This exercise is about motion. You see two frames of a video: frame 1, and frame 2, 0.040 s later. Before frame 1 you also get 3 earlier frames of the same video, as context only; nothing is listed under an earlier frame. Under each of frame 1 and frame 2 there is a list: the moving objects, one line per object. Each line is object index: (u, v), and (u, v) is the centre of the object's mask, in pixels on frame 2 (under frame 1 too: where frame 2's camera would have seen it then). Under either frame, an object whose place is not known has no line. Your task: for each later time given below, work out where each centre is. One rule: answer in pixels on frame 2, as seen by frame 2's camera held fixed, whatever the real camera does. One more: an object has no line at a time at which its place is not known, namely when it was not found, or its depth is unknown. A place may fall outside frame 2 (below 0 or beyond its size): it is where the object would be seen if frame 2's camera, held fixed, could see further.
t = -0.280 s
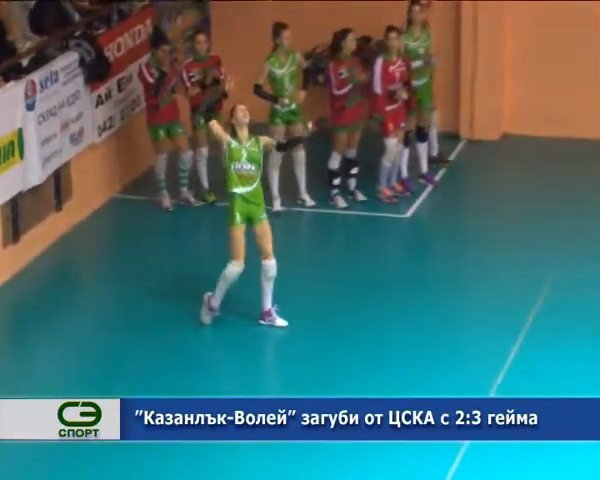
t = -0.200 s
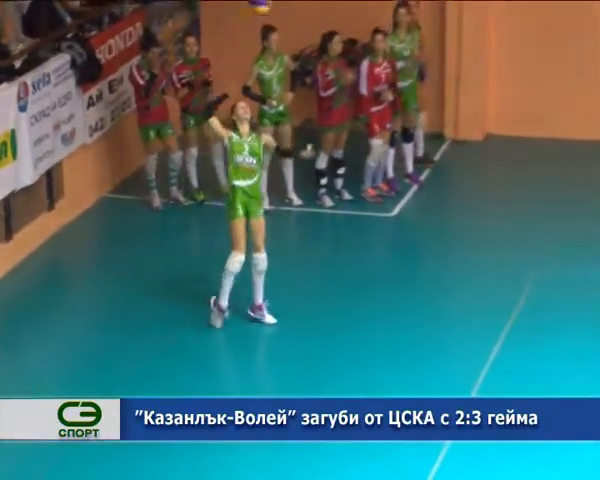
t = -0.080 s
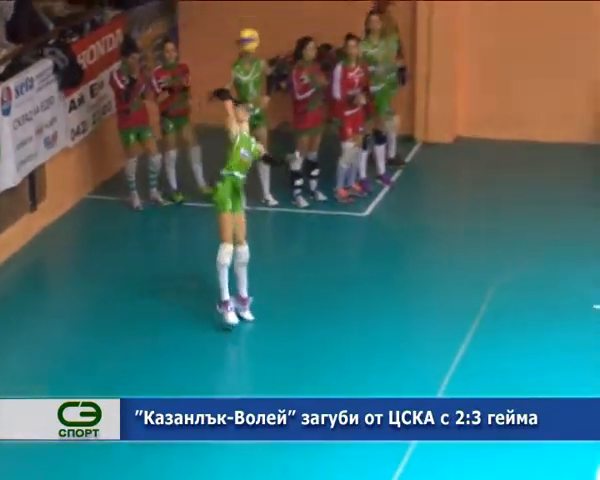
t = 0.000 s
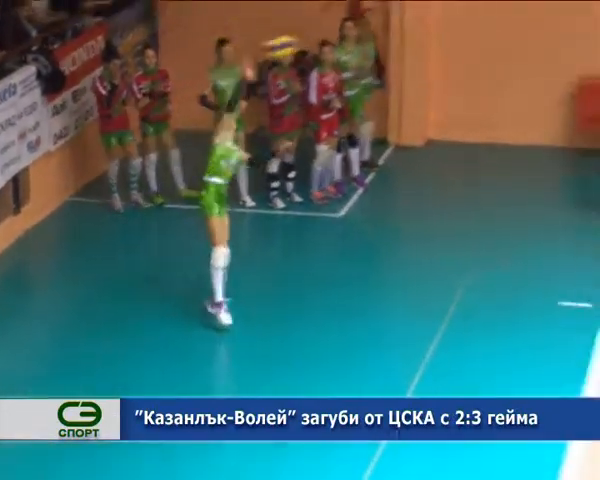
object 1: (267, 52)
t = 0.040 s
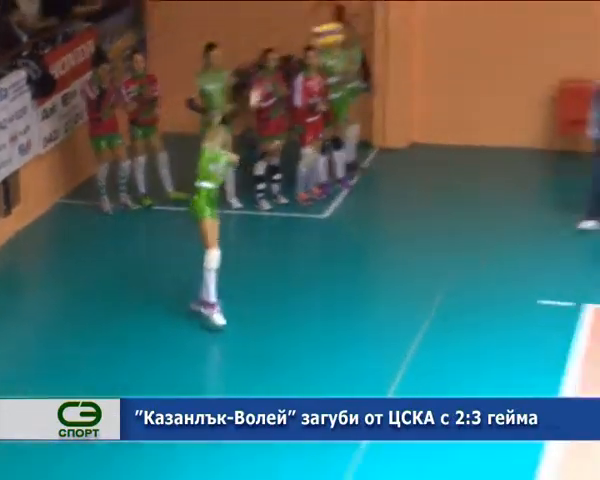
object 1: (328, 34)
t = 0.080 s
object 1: (390, 17)
